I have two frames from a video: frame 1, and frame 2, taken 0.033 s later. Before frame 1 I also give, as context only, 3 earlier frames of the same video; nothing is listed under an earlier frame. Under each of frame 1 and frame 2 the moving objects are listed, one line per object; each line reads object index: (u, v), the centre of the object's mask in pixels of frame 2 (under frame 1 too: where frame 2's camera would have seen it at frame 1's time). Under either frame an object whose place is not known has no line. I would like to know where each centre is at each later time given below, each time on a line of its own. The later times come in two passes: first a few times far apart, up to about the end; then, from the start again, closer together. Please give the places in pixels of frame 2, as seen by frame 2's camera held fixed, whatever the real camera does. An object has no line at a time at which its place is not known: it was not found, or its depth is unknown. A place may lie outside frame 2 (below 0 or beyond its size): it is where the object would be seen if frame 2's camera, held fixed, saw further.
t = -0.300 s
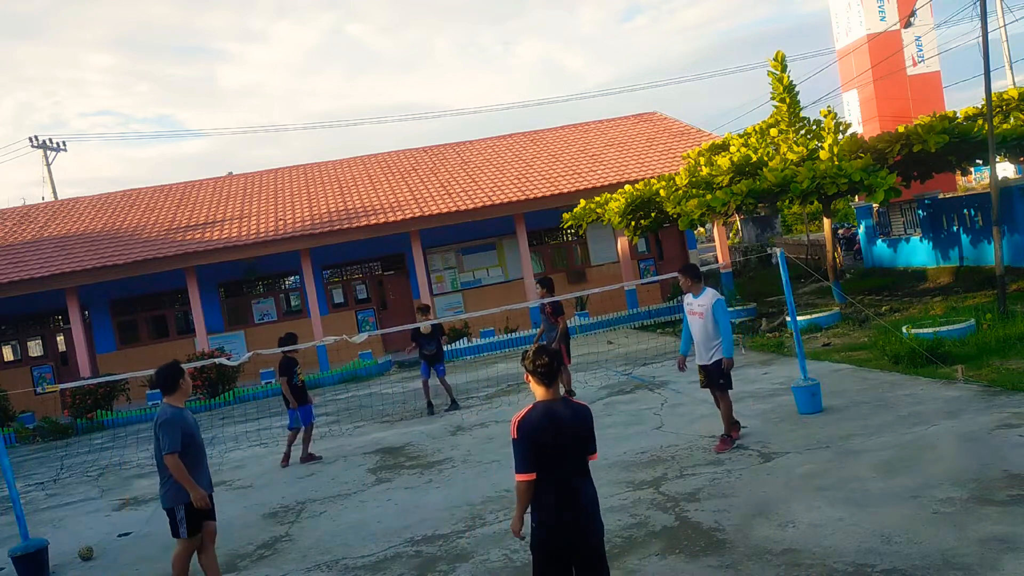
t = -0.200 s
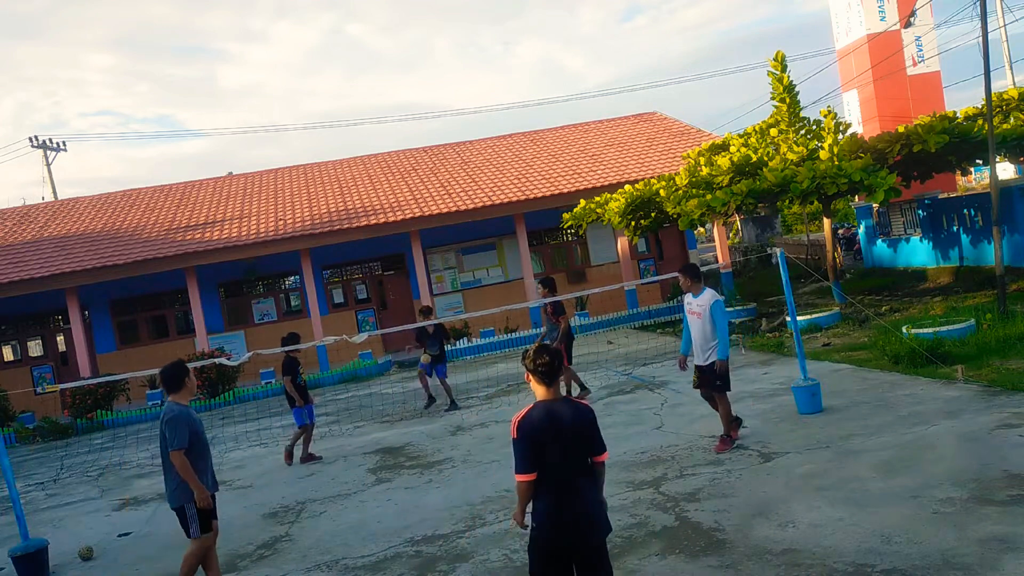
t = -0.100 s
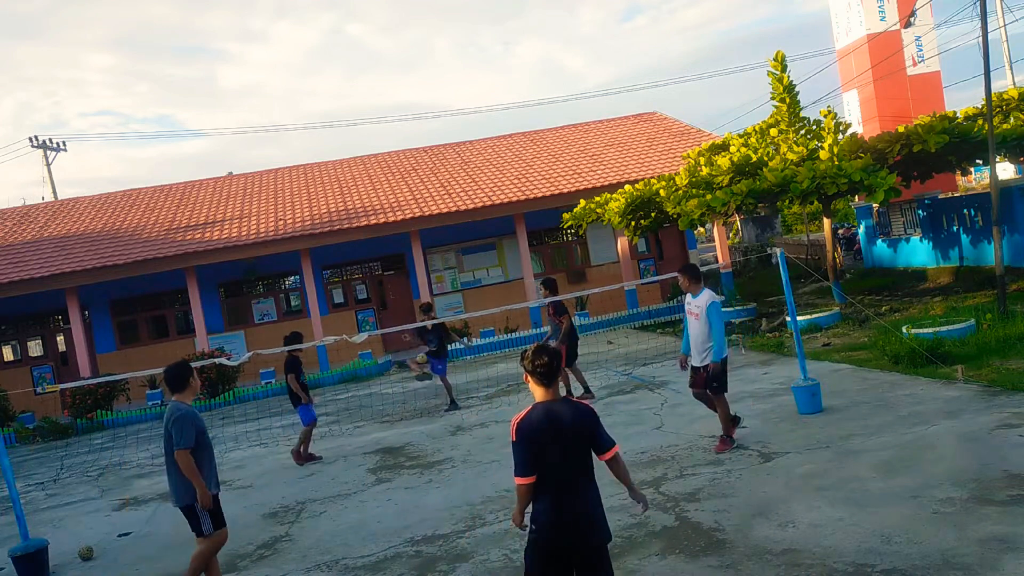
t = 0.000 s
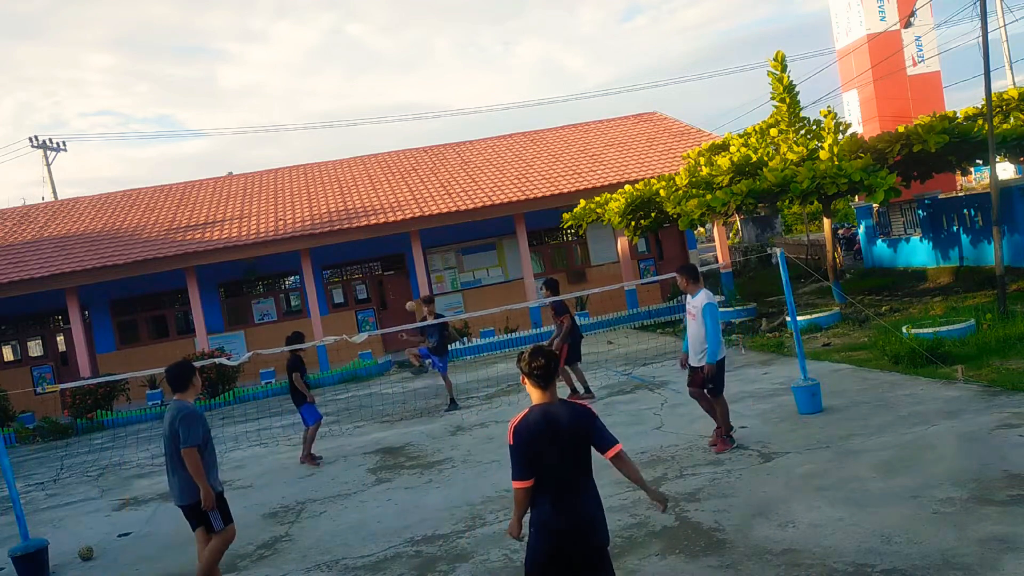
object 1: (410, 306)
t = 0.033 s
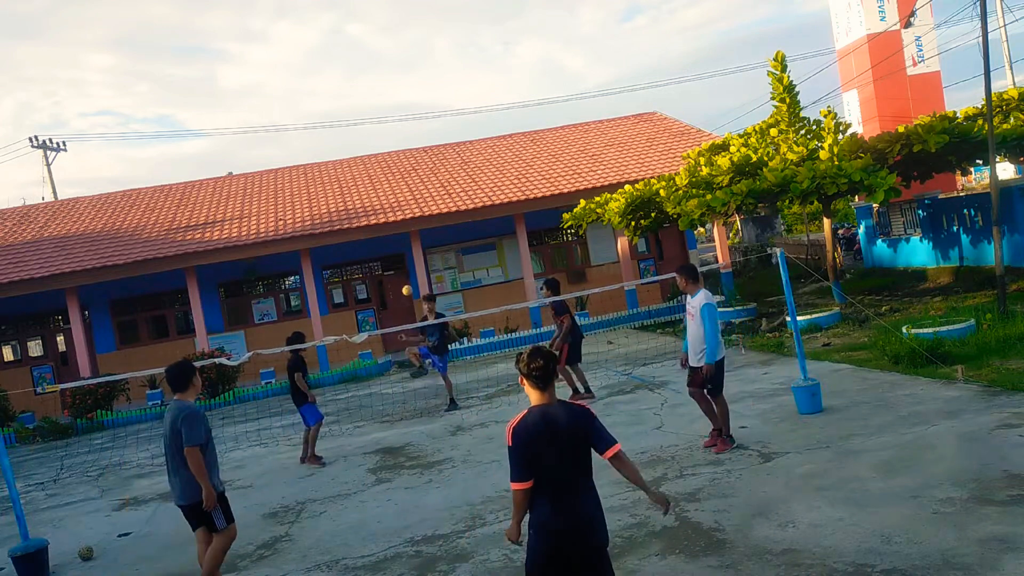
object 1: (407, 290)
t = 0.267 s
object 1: (387, 197)
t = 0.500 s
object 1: (371, 140)
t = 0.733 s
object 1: (363, 122)
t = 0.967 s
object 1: (363, 150)
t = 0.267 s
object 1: (387, 197)
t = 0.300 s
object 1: (384, 187)
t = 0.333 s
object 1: (381, 177)
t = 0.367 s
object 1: (379, 168)
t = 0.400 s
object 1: (378, 159)
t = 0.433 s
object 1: (375, 152)
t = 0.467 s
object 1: (373, 146)
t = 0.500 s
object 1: (371, 140)
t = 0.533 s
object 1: (369, 135)
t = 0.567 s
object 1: (368, 131)
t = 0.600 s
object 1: (367, 127)
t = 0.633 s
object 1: (366, 125)
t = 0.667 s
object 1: (364, 123)
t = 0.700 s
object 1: (363, 122)
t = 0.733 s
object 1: (363, 122)
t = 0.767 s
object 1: (362, 124)
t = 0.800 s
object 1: (362, 125)
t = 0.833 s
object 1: (362, 129)
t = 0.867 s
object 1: (362, 133)
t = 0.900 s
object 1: (362, 138)
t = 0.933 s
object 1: (362, 143)
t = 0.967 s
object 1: (363, 150)
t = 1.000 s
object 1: (364, 158)
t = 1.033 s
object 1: (365, 167)
